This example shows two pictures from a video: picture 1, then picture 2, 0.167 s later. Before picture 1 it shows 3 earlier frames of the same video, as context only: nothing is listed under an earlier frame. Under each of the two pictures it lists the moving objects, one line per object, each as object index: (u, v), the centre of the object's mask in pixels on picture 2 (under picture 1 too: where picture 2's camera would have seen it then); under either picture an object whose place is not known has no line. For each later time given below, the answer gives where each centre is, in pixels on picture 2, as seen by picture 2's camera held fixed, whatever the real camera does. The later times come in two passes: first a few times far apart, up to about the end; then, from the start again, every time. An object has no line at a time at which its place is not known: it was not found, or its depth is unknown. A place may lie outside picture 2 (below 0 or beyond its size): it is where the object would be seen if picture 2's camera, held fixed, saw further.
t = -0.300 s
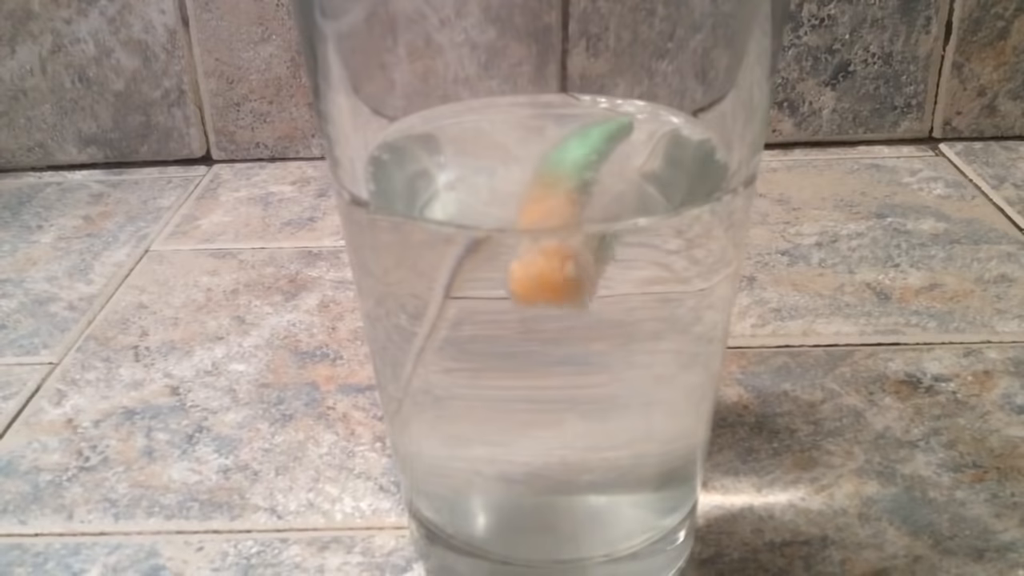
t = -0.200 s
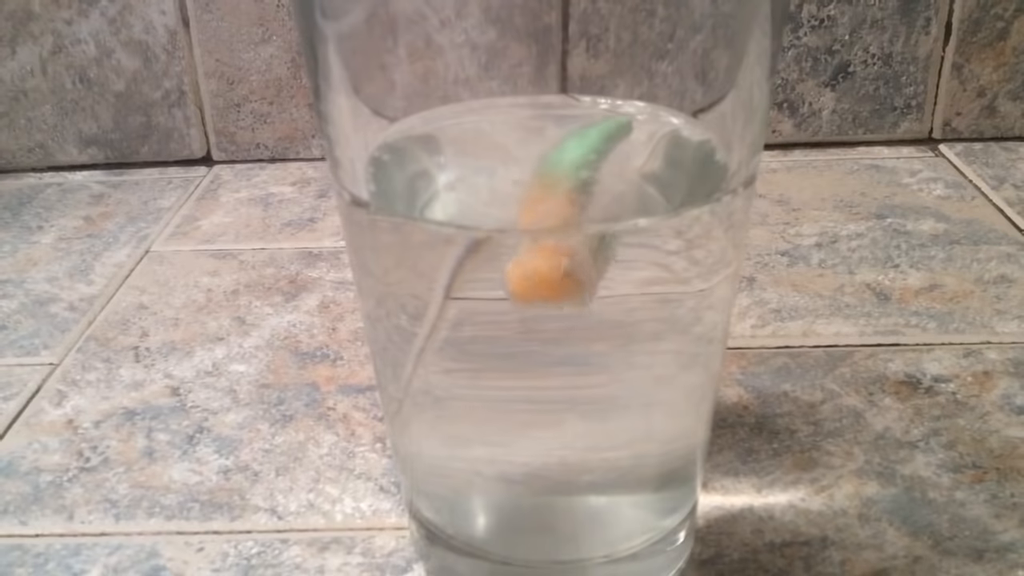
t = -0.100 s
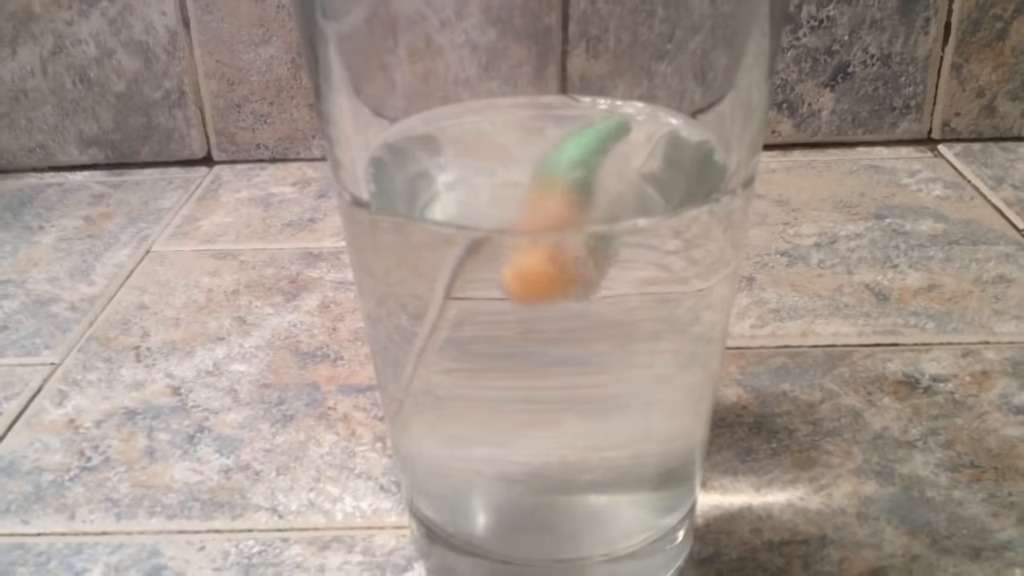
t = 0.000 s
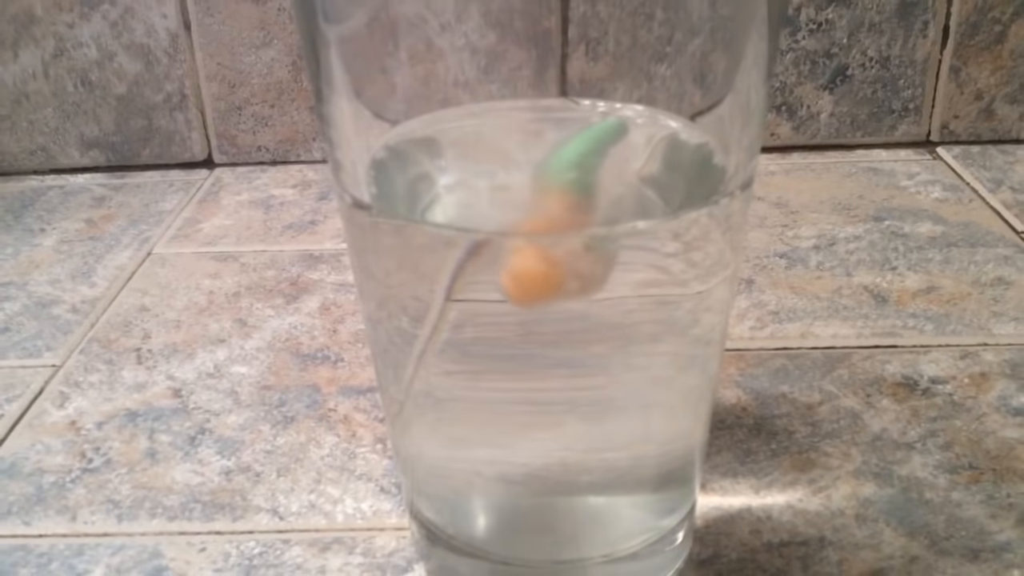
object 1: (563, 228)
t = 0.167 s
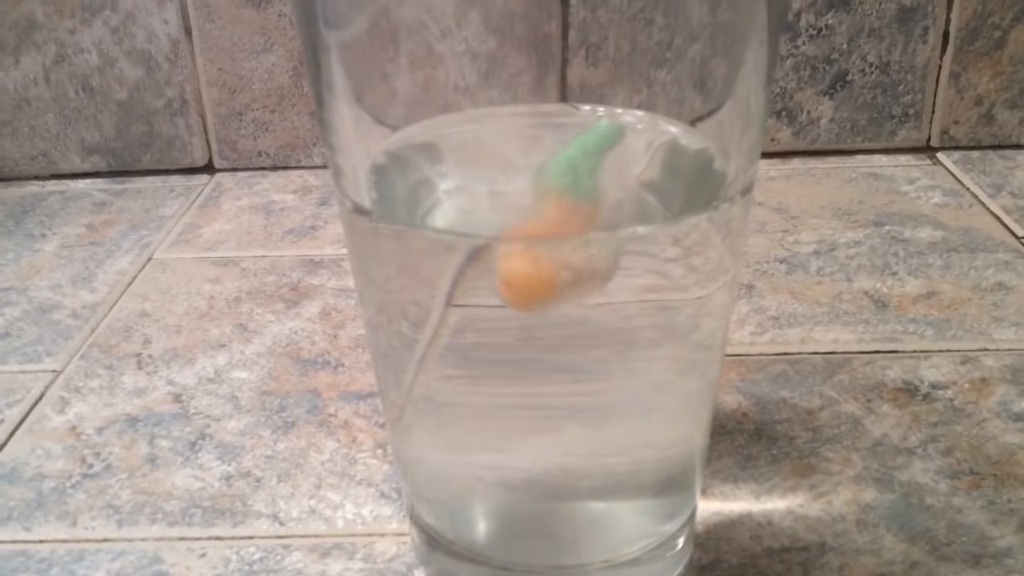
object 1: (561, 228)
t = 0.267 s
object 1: (557, 229)
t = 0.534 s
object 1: (552, 227)
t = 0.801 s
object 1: (552, 233)
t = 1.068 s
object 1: (550, 243)
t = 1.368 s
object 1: (552, 257)
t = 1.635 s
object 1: (560, 256)
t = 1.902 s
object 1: (568, 257)
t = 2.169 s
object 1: (587, 263)
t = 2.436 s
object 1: (598, 272)
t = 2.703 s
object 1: (610, 277)
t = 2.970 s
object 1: (621, 278)
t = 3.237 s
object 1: (630, 273)
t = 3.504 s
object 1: (631, 271)
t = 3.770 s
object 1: (621, 272)
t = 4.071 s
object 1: (604, 269)
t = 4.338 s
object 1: (591, 265)
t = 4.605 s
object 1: (586, 258)
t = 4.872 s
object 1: (584, 251)
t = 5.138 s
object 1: (580, 241)
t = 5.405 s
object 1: (574, 234)
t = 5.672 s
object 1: (571, 227)
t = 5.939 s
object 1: (572, 228)
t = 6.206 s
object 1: (571, 228)
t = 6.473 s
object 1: (570, 232)
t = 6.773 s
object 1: (570, 235)
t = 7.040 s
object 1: (567, 238)
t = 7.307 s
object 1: (558, 237)
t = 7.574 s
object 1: (556, 233)
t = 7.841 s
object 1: (550, 237)
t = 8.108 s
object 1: (545, 239)
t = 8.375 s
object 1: (536, 249)
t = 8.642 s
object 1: (529, 249)
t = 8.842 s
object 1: (526, 250)
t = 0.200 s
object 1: (560, 229)
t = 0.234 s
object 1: (558, 229)
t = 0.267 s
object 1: (557, 229)
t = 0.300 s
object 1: (556, 229)
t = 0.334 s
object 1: (555, 229)
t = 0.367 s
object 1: (554, 229)
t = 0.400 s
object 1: (553, 229)
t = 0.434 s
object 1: (552, 228)
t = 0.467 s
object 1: (552, 228)
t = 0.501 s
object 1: (552, 228)
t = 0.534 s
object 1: (552, 227)
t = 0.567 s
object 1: (552, 227)
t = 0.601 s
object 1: (552, 228)
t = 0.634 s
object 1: (552, 228)
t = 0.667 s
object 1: (552, 228)
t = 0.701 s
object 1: (553, 229)
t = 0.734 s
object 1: (553, 230)
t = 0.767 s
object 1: (552, 232)
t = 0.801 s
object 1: (552, 233)
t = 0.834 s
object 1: (551, 234)
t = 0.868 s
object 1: (551, 235)
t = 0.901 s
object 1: (551, 236)
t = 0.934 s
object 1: (551, 237)
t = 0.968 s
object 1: (551, 238)
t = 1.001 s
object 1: (550, 238)
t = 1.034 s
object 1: (550, 241)
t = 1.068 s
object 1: (550, 243)
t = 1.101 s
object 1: (550, 244)
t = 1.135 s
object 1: (550, 245)
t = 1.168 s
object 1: (550, 246)
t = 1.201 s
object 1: (550, 247)
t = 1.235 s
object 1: (550, 249)
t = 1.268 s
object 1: (550, 251)
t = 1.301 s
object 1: (550, 252)
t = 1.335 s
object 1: (550, 254)
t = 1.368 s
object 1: (552, 257)
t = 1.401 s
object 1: (553, 257)
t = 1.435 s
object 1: (554, 258)
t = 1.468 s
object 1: (555, 258)
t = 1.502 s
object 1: (557, 258)
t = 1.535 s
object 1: (557, 258)
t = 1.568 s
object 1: (559, 257)
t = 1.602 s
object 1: (560, 256)
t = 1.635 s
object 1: (560, 256)
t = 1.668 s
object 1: (560, 254)
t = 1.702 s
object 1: (560, 253)
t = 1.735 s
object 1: (560, 254)
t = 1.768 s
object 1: (560, 255)
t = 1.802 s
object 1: (561, 255)
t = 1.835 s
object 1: (562, 256)
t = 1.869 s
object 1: (564, 257)
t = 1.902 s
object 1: (568, 257)
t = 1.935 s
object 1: (570, 258)
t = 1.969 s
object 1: (572, 258)
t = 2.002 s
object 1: (573, 259)
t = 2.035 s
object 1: (575, 259)
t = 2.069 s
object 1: (577, 260)
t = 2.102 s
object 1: (581, 262)
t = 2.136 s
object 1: (584, 263)
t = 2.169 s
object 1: (587, 263)
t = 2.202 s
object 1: (589, 265)
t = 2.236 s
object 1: (590, 265)
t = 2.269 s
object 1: (592, 267)
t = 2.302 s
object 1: (593, 268)
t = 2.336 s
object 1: (595, 269)
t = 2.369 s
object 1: (596, 270)
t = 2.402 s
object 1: (597, 271)
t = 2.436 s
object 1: (598, 272)
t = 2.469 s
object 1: (599, 272)
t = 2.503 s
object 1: (601, 273)
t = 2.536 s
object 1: (602, 274)
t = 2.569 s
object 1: (604, 275)
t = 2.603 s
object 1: (606, 275)
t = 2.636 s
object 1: (607, 276)
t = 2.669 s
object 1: (609, 277)
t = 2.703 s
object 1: (610, 277)
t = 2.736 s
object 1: (612, 277)
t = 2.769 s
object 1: (613, 278)
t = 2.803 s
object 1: (615, 278)
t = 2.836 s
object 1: (616, 279)
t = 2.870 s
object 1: (617, 279)
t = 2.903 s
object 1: (619, 278)
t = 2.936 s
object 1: (620, 278)
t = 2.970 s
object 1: (621, 278)
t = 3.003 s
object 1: (622, 277)
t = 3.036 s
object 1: (624, 277)
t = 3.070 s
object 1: (625, 277)
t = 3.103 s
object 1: (626, 276)
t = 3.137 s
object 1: (627, 275)
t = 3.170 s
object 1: (628, 274)
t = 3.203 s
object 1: (629, 274)
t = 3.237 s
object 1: (630, 273)
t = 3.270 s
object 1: (630, 272)
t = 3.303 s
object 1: (631, 272)
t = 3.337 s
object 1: (631, 272)
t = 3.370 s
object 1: (631, 272)
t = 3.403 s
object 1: (631, 271)
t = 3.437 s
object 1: (631, 271)
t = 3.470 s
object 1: (631, 271)
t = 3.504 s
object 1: (631, 271)
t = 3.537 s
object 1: (630, 271)
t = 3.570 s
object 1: (629, 271)
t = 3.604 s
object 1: (628, 271)
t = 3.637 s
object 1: (627, 271)
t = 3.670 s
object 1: (625, 272)
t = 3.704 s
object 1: (624, 272)
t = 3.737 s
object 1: (622, 272)
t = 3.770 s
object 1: (621, 272)
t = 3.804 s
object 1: (620, 272)
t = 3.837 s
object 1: (619, 272)
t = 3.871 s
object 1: (617, 272)
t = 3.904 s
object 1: (615, 271)
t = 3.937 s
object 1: (613, 272)
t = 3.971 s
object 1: (611, 272)
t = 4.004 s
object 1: (608, 271)
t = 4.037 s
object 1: (607, 270)
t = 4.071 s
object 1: (604, 269)
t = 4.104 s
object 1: (601, 269)
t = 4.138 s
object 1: (598, 269)
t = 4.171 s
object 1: (596, 268)
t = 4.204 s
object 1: (594, 268)
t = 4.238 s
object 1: (593, 267)
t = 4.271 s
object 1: (592, 267)
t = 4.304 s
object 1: (591, 266)
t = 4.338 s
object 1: (591, 265)
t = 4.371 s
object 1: (590, 265)
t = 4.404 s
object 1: (589, 263)
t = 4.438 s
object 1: (589, 262)
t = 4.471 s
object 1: (588, 261)
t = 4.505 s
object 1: (587, 261)
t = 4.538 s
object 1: (587, 260)
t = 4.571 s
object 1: (586, 259)
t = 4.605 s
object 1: (586, 258)
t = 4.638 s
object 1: (586, 257)
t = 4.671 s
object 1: (586, 258)
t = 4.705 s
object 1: (585, 257)
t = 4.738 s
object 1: (585, 256)
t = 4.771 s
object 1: (585, 255)
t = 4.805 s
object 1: (585, 254)
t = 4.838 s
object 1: (585, 252)
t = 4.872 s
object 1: (584, 251)
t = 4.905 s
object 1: (584, 250)
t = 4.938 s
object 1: (583, 248)
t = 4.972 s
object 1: (582, 247)
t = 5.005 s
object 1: (582, 246)
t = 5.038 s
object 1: (582, 245)
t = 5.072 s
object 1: (581, 244)
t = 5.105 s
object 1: (581, 242)
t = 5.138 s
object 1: (580, 241)
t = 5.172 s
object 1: (580, 240)
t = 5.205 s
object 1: (579, 238)
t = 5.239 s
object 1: (578, 237)
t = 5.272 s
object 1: (577, 236)
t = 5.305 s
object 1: (576, 236)
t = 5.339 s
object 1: (575, 234)
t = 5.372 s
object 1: (575, 234)
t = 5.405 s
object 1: (574, 234)
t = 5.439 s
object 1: (574, 234)
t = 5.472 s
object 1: (572, 233)
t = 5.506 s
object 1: (572, 232)
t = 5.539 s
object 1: (571, 231)
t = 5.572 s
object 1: (570, 231)
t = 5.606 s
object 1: (570, 230)
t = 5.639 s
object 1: (570, 229)
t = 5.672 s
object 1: (571, 227)
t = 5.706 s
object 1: (572, 224)
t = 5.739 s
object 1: (574, 223)
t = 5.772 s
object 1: (573, 224)
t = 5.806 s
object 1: (573, 225)
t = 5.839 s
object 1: (572, 226)
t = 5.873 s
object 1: (572, 227)
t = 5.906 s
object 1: (572, 227)
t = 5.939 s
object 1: (572, 228)
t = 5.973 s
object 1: (571, 229)
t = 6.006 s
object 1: (571, 229)
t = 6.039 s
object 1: (571, 229)
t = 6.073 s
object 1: (572, 229)
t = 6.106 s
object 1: (572, 229)
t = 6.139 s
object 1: (571, 228)
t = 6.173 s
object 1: (572, 228)
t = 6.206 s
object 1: (571, 228)
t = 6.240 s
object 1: (572, 228)
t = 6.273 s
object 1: (571, 229)
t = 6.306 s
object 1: (571, 229)
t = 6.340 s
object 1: (571, 229)
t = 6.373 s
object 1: (571, 230)
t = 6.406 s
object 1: (570, 231)
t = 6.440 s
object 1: (570, 232)
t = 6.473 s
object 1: (570, 232)
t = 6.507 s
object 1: (570, 233)
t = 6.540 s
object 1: (570, 233)
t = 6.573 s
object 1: (570, 234)
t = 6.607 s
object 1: (570, 234)
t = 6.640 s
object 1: (570, 234)
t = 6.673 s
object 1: (570, 234)
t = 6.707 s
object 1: (570, 235)
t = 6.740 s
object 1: (570, 235)
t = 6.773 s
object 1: (570, 235)
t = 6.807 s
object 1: (570, 235)
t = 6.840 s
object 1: (569, 236)
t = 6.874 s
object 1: (569, 236)
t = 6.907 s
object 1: (569, 236)
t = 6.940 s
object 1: (568, 236)
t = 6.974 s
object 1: (568, 236)
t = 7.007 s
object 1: (567, 238)
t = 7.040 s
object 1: (567, 238)
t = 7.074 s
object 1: (566, 239)
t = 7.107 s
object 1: (565, 239)
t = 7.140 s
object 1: (564, 238)
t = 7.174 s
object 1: (564, 238)
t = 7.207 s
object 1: (563, 238)
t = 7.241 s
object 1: (558, 238)
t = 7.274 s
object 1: (558, 238)
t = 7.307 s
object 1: (558, 237)
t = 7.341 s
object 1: (558, 235)
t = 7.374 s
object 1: (558, 234)
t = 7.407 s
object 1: (559, 233)
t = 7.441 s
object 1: (559, 232)
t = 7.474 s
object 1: (559, 232)
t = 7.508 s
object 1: (559, 231)
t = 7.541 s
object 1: (556, 232)
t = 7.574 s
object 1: (556, 233)
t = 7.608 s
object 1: (551, 235)
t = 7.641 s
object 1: (551, 236)
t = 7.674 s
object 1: (550, 236)
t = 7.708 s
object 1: (549, 236)
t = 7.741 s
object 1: (550, 237)
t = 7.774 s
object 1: (550, 237)
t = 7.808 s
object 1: (550, 237)
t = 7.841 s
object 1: (550, 237)
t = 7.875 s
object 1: (550, 237)
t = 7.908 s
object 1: (550, 237)
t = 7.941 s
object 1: (549, 238)
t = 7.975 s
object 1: (548, 237)
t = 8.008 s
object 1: (548, 238)
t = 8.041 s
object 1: (547, 237)
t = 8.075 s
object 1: (546, 238)
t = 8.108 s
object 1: (545, 239)
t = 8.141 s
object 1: (545, 239)
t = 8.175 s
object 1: (543, 242)
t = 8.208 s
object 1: (542, 244)
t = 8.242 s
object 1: (541, 245)
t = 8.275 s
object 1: (540, 245)
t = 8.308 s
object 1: (539, 246)
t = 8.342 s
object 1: (538, 246)
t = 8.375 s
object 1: (536, 249)
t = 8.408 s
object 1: (535, 247)
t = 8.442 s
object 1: (534, 249)
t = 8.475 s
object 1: (533, 248)
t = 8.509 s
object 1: (532, 248)
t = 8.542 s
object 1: (531, 248)
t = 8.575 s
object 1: (530, 248)
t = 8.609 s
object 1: (530, 249)
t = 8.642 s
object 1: (529, 249)
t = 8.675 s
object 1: (529, 249)
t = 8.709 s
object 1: (528, 249)
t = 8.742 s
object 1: (527, 249)
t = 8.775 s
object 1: (527, 250)
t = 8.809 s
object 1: (526, 250)
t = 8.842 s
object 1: (526, 250)
